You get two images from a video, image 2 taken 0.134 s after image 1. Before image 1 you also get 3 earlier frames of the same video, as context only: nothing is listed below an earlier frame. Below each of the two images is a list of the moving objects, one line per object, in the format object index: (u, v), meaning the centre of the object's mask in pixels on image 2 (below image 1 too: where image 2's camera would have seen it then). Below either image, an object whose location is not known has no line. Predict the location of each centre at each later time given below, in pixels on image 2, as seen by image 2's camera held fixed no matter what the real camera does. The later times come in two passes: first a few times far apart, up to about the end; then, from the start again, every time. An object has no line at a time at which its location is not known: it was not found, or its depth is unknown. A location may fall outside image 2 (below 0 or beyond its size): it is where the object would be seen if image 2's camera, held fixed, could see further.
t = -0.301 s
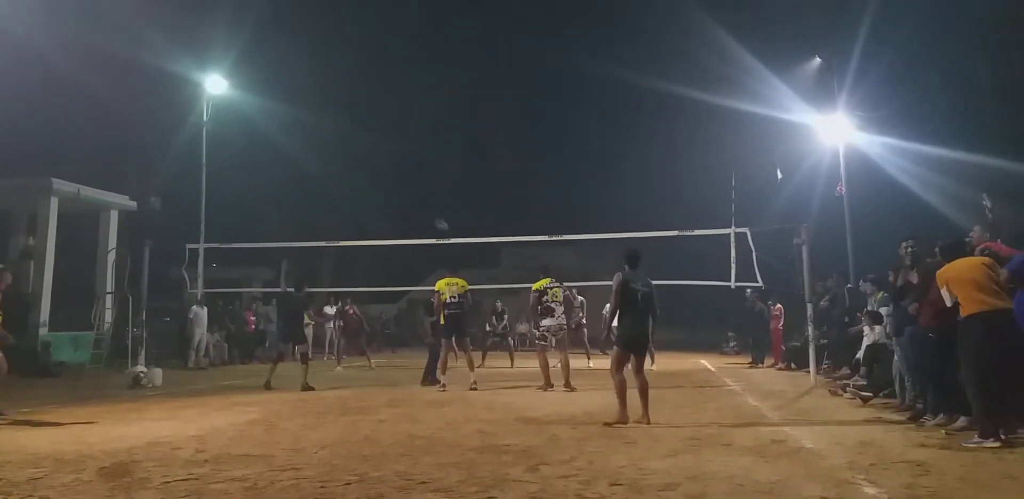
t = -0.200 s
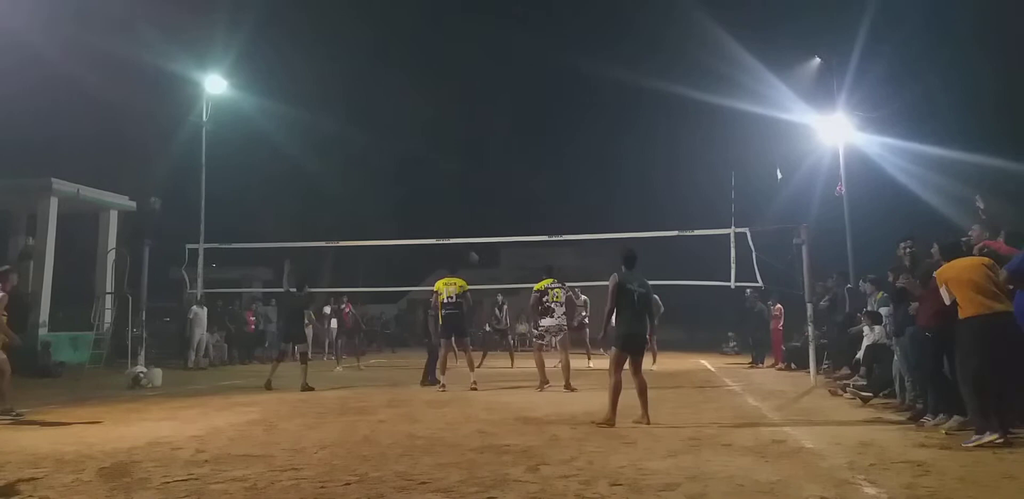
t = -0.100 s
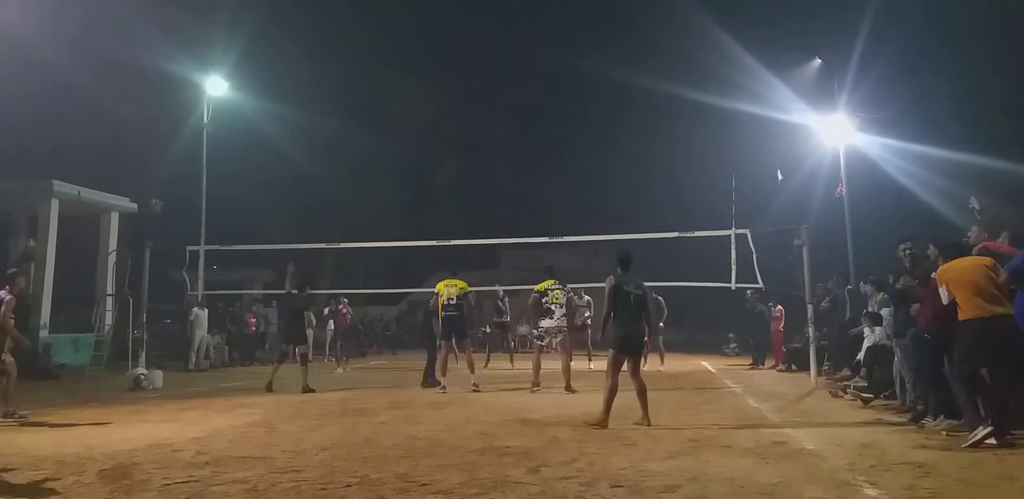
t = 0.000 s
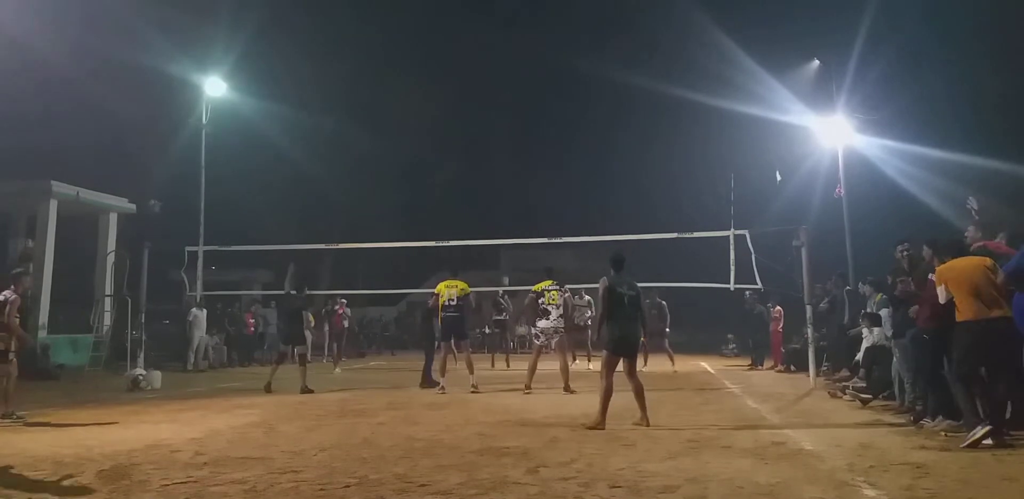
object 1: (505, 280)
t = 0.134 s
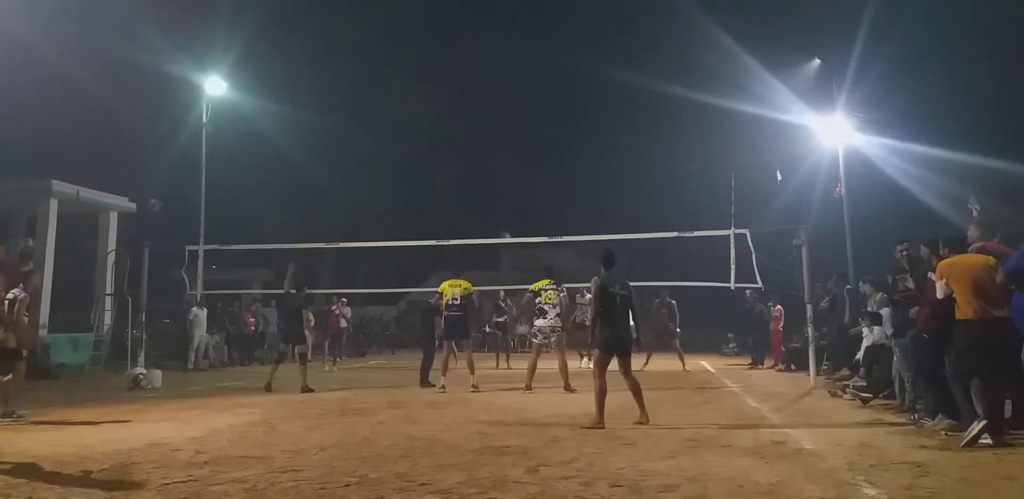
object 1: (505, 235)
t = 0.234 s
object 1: (507, 210)
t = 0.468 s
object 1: (509, 160)
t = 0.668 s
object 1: (511, 136)
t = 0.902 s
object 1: (515, 129)
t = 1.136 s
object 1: (519, 151)
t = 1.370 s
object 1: (524, 201)
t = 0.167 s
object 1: (506, 228)
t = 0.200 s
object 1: (506, 219)
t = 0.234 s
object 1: (507, 210)
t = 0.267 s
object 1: (507, 202)
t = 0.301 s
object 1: (507, 194)
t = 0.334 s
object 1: (508, 186)
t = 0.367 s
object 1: (508, 179)
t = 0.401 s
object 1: (508, 173)
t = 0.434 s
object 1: (508, 166)
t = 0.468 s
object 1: (509, 160)
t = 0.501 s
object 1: (509, 155)
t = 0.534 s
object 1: (510, 151)
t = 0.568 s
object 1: (510, 146)
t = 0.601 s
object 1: (511, 143)
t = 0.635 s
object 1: (511, 139)
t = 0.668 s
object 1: (511, 136)
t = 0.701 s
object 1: (512, 133)
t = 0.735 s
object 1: (512, 131)
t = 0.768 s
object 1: (512, 130)
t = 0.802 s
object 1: (513, 128)
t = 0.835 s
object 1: (514, 128)
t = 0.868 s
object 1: (515, 128)
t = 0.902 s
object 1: (515, 129)
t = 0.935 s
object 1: (516, 130)
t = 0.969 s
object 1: (516, 133)
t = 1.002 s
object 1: (517, 135)
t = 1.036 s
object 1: (517, 138)
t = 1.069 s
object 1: (518, 142)
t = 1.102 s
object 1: (519, 146)
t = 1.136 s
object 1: (519, 151)
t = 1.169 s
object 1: (520, 156)
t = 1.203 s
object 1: (520, 162)
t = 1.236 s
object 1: (521, 168)
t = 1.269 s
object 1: (522, 176)
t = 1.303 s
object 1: (523, 183)
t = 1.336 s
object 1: (523, 192)
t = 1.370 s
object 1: (524, 201)
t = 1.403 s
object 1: (524, 211)
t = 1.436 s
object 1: (525, 221)
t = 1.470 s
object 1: (525, 231)
